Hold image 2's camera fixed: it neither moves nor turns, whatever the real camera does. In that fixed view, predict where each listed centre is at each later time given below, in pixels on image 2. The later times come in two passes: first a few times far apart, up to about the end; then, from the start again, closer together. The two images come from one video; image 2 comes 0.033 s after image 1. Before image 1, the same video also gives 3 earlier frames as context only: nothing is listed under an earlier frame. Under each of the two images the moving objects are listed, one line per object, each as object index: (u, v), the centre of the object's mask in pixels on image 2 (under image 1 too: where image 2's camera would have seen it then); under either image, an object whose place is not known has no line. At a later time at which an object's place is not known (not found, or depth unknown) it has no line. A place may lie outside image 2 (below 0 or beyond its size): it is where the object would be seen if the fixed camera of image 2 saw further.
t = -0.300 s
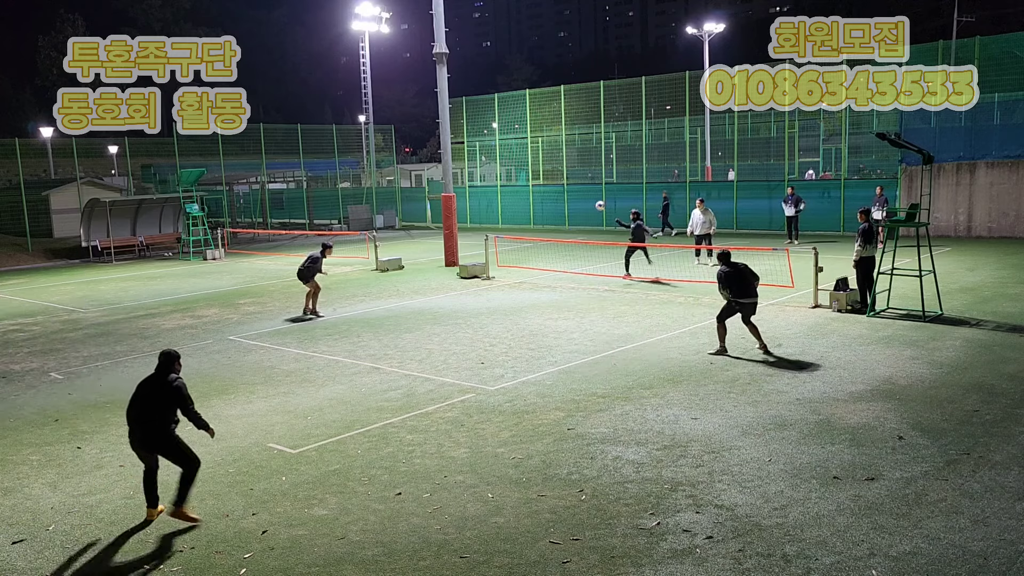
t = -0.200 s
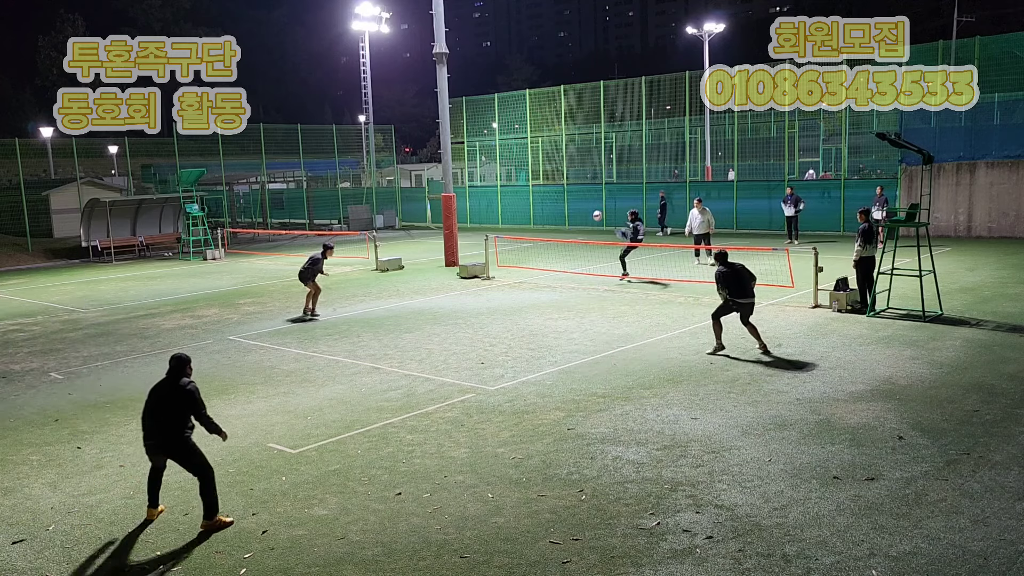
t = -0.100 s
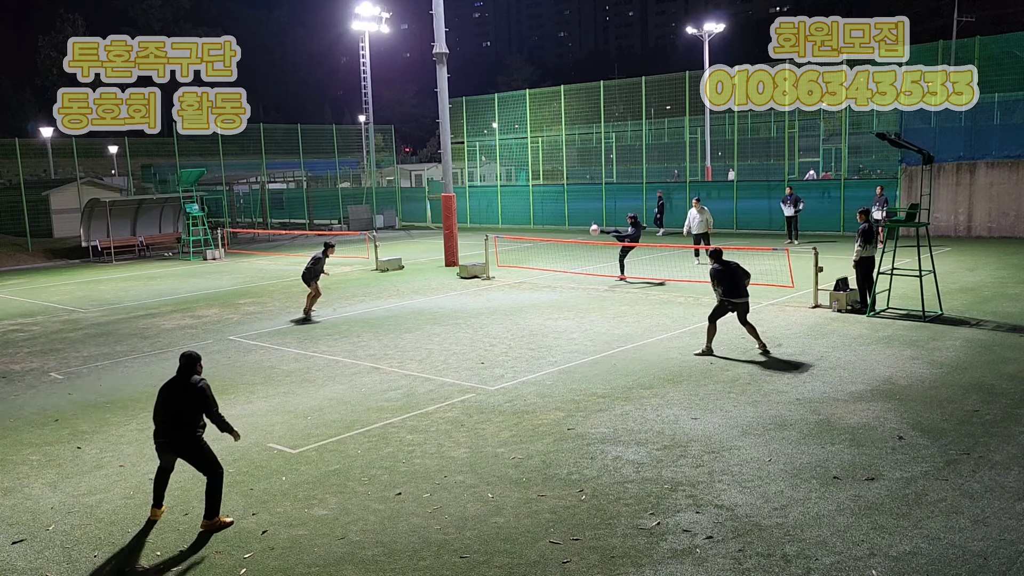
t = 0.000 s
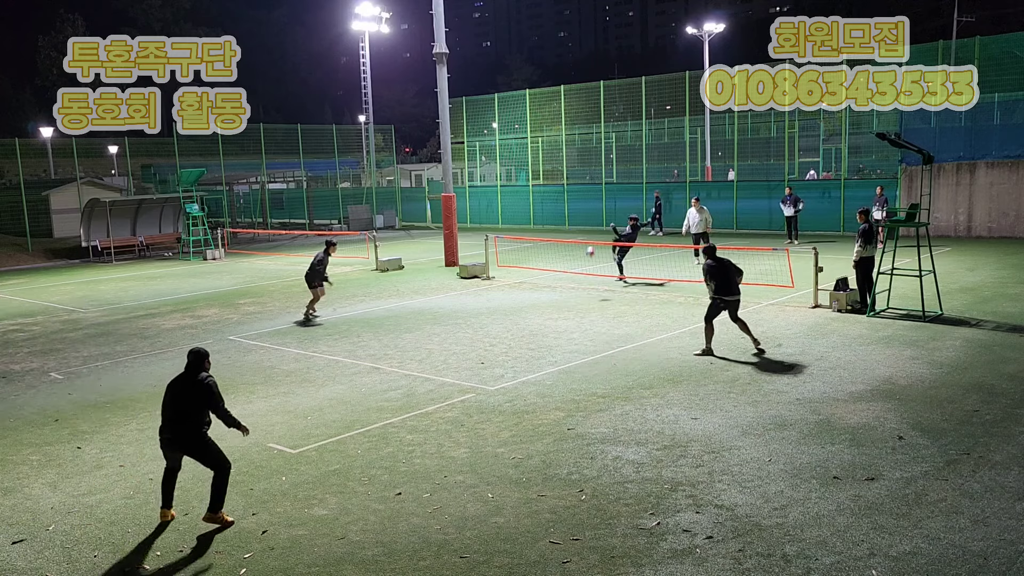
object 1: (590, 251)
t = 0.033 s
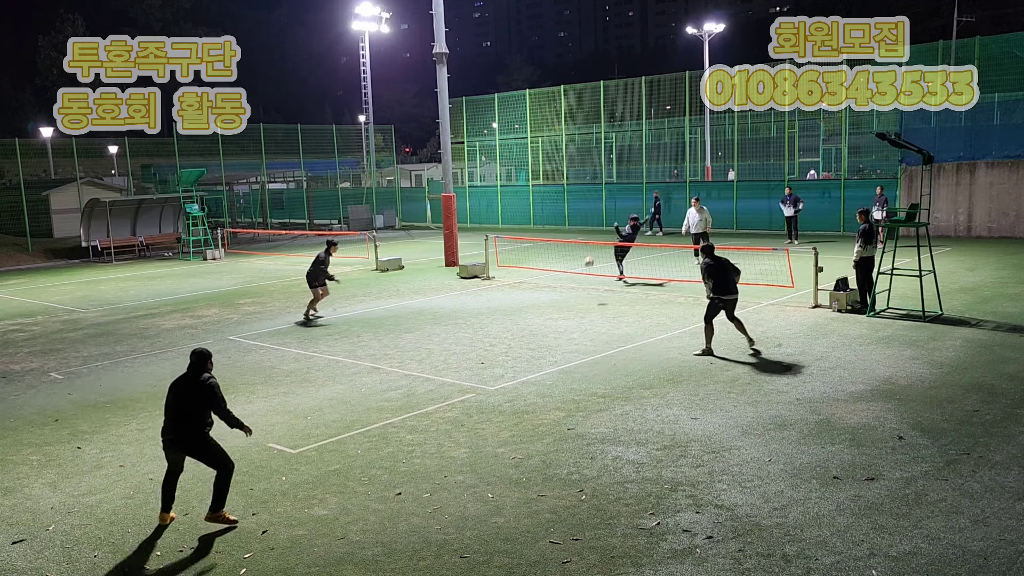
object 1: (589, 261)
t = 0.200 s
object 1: (583, 313)
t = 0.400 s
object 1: (578, 300)
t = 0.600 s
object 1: (572, 317)
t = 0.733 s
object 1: (568, 355)
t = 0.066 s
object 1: (588, 273)
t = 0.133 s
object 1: (586, 298)
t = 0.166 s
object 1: (584, 314)
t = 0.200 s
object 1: (583, 313)
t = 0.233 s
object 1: (582, 309)
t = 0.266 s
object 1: (581, 306)
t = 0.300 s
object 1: (580, 303)
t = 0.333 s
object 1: (579, 301)
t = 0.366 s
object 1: (578, 300)
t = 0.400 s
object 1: (578, 300)
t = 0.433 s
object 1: (577, 300)
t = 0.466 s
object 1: (576, 301)
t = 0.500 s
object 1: (575, 304)
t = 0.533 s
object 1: (573, 305)
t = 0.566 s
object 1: (573, 310)
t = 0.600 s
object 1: (572, 317)
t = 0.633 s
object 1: (571, 324)
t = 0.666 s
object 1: (570, 333)
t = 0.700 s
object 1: (569, 343)
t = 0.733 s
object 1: (568, 355)
